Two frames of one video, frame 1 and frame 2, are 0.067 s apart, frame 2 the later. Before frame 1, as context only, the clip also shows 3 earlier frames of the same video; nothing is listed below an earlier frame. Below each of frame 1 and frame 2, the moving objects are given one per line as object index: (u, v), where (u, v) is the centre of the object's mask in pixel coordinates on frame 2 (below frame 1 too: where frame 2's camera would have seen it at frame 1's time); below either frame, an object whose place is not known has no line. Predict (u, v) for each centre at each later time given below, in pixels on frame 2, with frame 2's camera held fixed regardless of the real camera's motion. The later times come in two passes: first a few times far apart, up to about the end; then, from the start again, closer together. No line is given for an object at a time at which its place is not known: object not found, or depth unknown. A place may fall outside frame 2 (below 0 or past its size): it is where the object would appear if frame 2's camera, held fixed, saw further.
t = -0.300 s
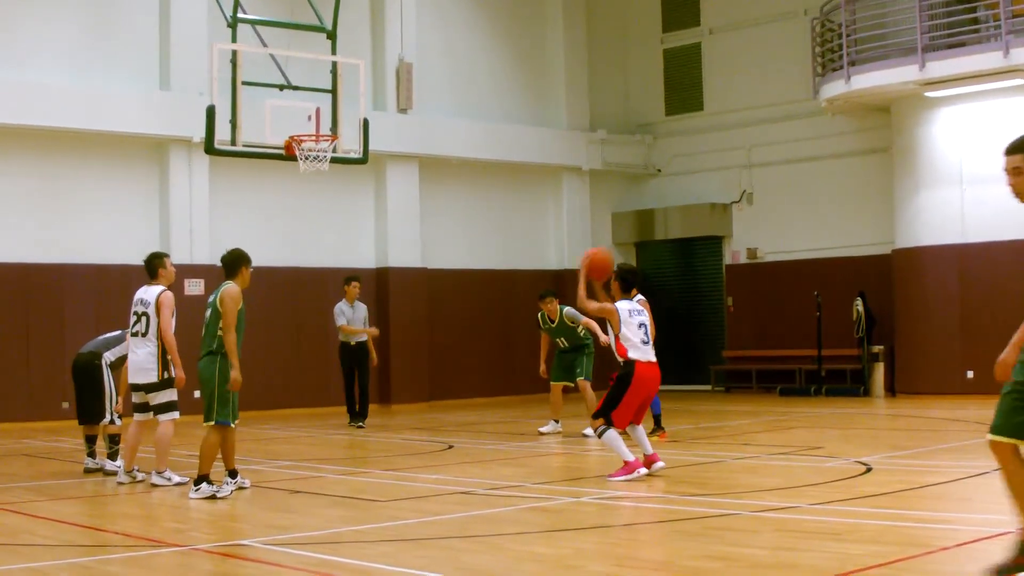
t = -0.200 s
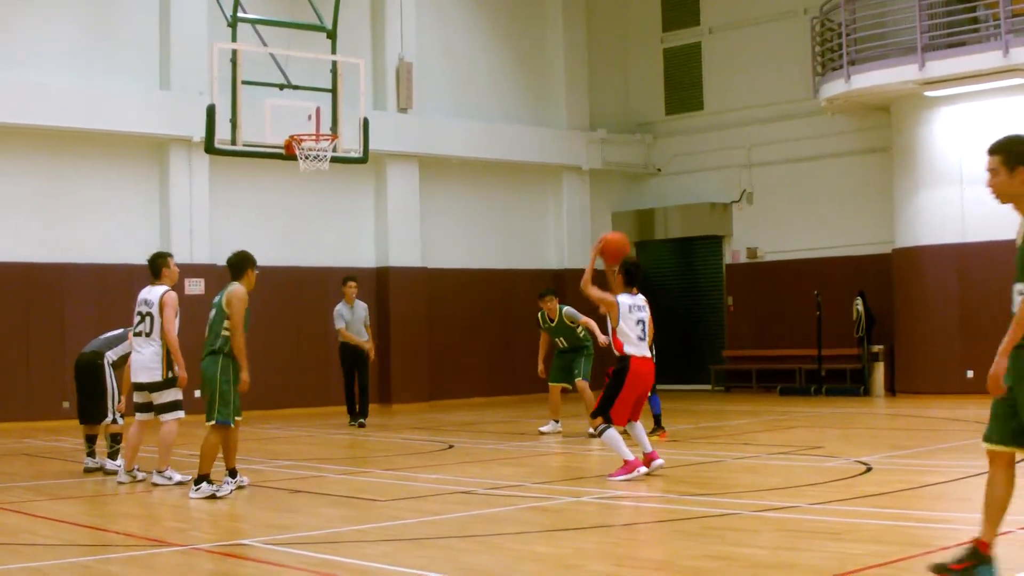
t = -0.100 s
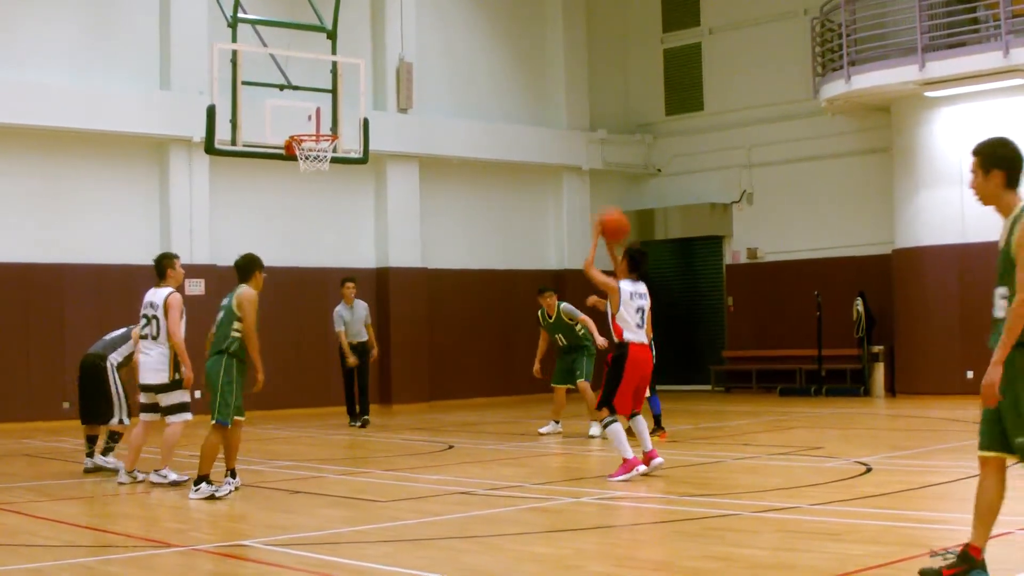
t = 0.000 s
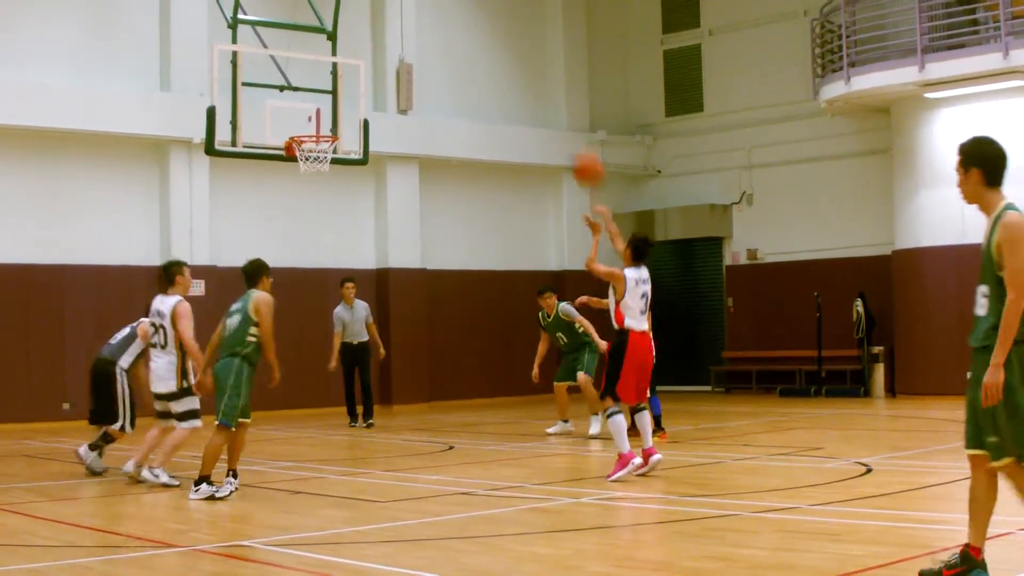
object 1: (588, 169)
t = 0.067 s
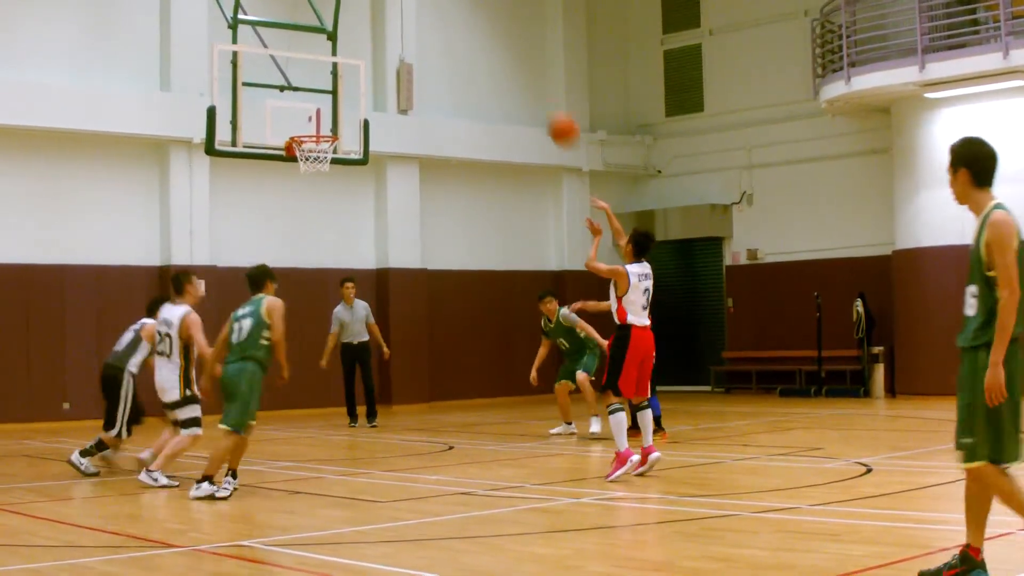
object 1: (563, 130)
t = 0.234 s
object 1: (507, 60)
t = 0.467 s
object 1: (439, 23)
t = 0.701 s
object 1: (379, 45)
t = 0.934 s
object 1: (326, 118)
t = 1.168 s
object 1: (288, 208)
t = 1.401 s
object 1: (256, 334)
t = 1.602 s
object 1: (234, 406)
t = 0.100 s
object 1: (551, 113)
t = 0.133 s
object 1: (540, 98)
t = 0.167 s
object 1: (530, 84)
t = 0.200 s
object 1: (519, 71)
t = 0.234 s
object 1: (507, 60)
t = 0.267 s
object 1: (497, 50)
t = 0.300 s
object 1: (487, 44)
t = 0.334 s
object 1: (477, 36)
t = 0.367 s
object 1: (468, 31)
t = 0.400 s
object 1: (458, 28)
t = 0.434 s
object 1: (448, 25)
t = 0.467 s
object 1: (439, 23)
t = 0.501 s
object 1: (430, 23)
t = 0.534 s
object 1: (422, 24)
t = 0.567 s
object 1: (413, 26)
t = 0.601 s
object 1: (404, 29)
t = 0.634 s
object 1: (396, 33)
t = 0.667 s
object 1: (387, 38)
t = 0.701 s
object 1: (379, 45)
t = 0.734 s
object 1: (372, 51)
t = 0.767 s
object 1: (364, 59)
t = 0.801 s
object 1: (356, 69)
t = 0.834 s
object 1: (348, 80)
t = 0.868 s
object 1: (341, 92)
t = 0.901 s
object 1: (334, 104)
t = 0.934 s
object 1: (326, 118)
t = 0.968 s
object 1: (319, 132)
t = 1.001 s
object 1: (313, 147)
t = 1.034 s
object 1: (306, 159)
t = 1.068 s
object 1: (301, 170)
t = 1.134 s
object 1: (292, 194)
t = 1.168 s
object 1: (288, 208)
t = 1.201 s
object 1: (283, 223)
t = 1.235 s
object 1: (278, 239)
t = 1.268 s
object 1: (274, 255)
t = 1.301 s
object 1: (269, 273)
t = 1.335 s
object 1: (266, 289)
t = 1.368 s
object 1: (261, 312)
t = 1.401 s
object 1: (256, 334)
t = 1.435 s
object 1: (251, 356)
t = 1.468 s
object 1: (247, 379)
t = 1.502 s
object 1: (242, 404)
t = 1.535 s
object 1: (238, 430)
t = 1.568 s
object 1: (236, 427)
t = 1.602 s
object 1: (234, 406)
